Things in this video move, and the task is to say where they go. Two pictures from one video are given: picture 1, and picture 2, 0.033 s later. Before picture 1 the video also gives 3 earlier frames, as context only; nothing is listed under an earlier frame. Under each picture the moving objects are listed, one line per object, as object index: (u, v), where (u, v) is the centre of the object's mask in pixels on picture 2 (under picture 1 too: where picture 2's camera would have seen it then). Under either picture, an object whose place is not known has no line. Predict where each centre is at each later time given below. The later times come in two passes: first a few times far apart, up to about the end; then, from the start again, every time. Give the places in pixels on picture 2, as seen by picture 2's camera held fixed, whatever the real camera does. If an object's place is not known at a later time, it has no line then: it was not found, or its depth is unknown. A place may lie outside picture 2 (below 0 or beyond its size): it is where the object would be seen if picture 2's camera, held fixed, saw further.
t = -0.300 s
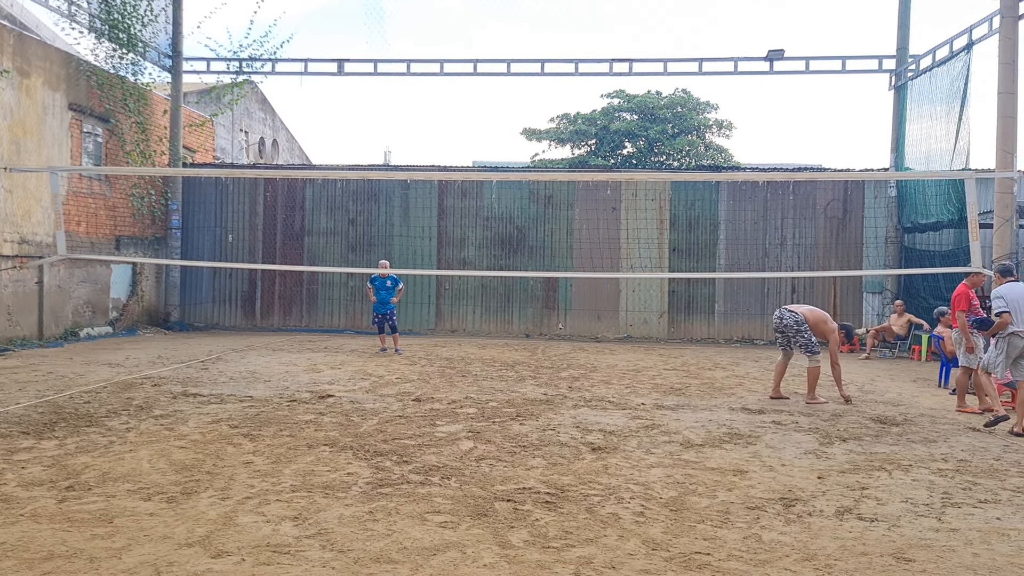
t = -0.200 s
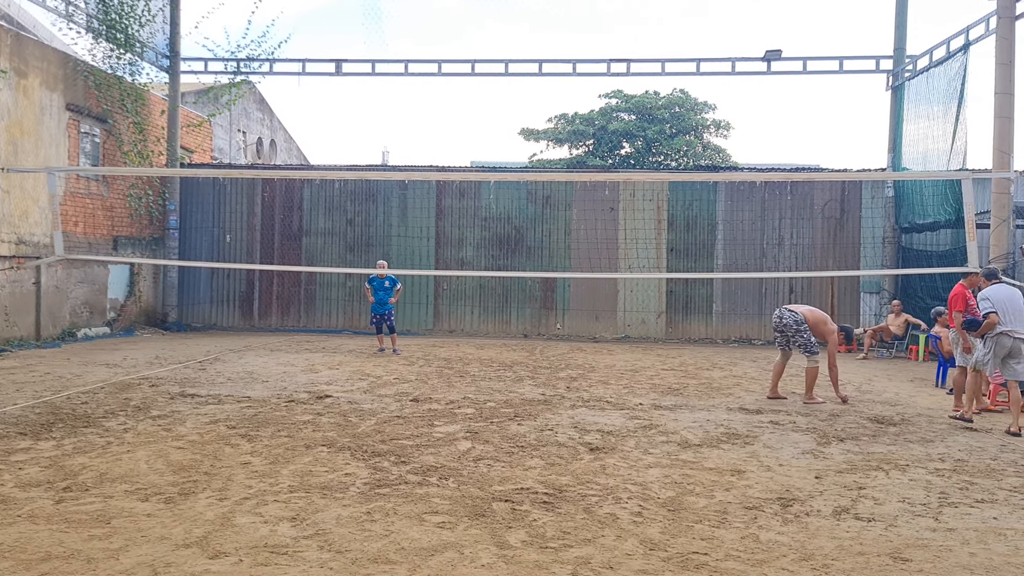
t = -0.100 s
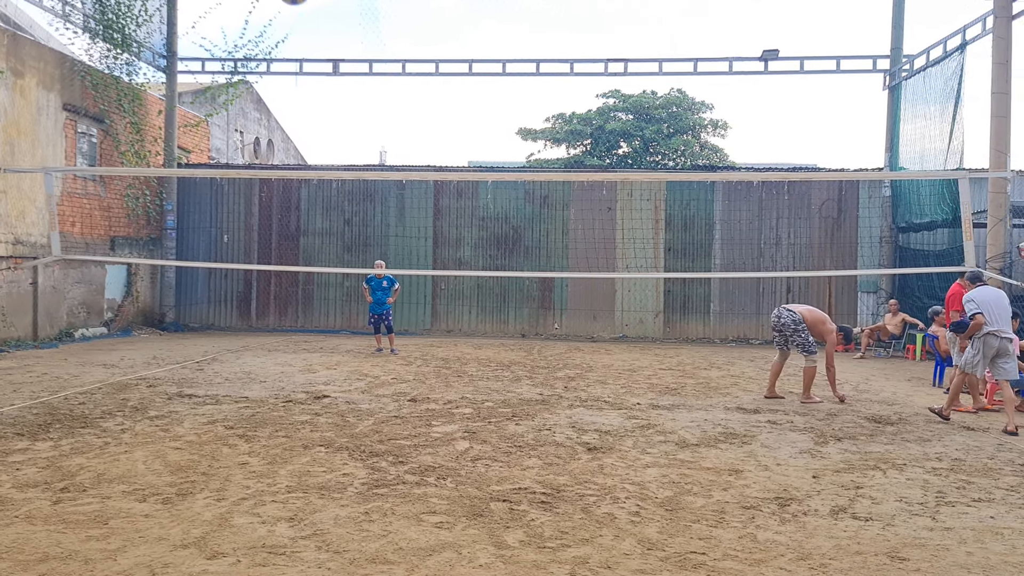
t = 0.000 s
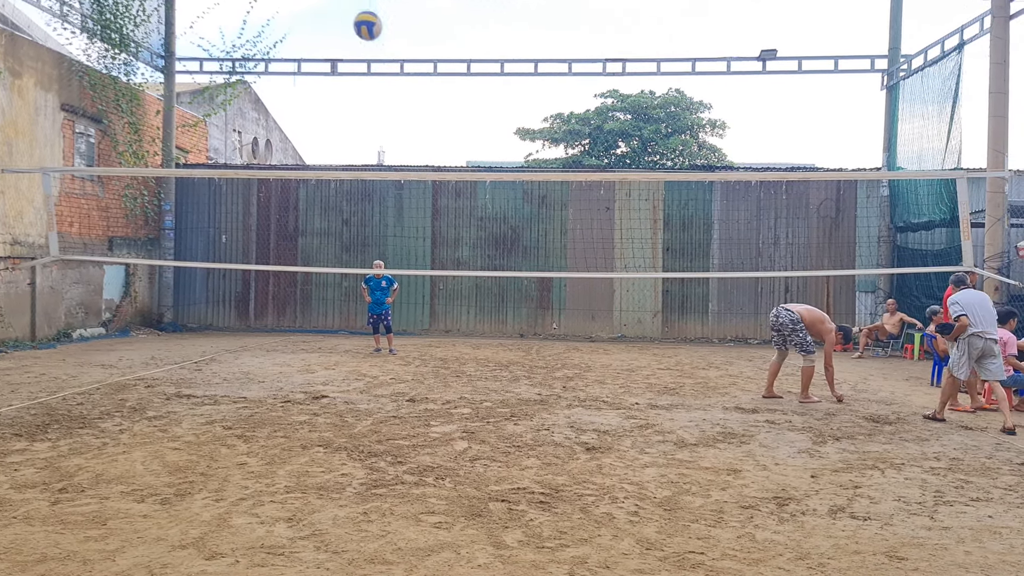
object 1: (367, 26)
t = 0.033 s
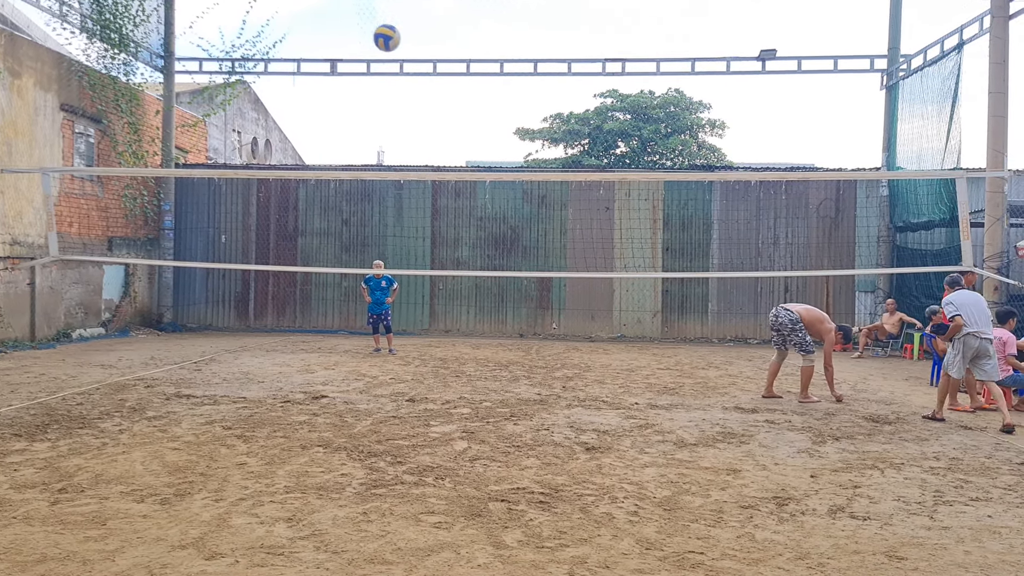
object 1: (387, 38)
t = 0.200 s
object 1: (458, 96)
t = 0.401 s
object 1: (510, 165)
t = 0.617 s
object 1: (546, 244)
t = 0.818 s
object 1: (565, 318)
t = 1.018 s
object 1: (575, 311)
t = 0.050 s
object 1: (396, 44)
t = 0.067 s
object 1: (404, 49)
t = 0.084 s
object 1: (412, 55)
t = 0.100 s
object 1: (420, 61)
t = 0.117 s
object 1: (427, 67)
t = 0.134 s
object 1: (434, 72)
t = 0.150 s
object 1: (440, 78)
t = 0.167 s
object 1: (446, 84)
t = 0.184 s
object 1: (452, 90)
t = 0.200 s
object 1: (458, 96)
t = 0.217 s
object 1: (463, 102)
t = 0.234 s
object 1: (468, 108)
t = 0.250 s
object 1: (473, 114)
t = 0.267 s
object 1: (478, 119)
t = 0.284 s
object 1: (482, 125)
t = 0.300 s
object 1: (487, 131)
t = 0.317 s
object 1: (491, 136)
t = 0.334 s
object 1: (495, 142)
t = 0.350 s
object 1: (499, 148)
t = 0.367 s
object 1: (503, 153)
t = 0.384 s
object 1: (507, 159)
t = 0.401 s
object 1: (510, 165)
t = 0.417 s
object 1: (514, 168)
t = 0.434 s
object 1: (517, 171)
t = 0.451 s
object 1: (520, 185)
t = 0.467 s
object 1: (523, 188)
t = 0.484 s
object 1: (526, 194)
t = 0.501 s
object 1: (529, 200)
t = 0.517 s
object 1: (532, 206)
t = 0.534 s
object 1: (535, 213)
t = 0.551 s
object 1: (537, 219)
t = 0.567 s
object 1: (540, 225)
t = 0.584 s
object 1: (542, 231)
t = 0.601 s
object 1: (544, 238)
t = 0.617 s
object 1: (546, 244)
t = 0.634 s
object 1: (548, 250)
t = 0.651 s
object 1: (550, 256)
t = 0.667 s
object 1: (552, 262)
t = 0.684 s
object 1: (553, 267)
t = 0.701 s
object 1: (555, 270)
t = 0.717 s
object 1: (557, 282)
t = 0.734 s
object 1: (558, 287)
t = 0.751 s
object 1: (560, 294)
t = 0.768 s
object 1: (561, 299)
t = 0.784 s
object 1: (562, 306)
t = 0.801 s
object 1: (564, 312)
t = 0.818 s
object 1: (565, 318)
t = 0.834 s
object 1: (566, 324)
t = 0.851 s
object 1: (567, 330)
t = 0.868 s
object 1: (569, 336)
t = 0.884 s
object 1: (570, 342)
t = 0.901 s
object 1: (571, 348)
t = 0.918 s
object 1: (572, 344)
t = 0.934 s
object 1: (573, 338)
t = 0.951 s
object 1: (573, 333)
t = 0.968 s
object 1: (574, 327)
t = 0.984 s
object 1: (574, 321)
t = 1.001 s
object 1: (575, 316)
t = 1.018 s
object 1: (575, 311)
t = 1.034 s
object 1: (576, 306)
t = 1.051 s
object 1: (576, 301)
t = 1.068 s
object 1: (577, 297)
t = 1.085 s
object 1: (577, 293)
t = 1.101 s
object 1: (578, 289)
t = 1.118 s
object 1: (578, 285)
